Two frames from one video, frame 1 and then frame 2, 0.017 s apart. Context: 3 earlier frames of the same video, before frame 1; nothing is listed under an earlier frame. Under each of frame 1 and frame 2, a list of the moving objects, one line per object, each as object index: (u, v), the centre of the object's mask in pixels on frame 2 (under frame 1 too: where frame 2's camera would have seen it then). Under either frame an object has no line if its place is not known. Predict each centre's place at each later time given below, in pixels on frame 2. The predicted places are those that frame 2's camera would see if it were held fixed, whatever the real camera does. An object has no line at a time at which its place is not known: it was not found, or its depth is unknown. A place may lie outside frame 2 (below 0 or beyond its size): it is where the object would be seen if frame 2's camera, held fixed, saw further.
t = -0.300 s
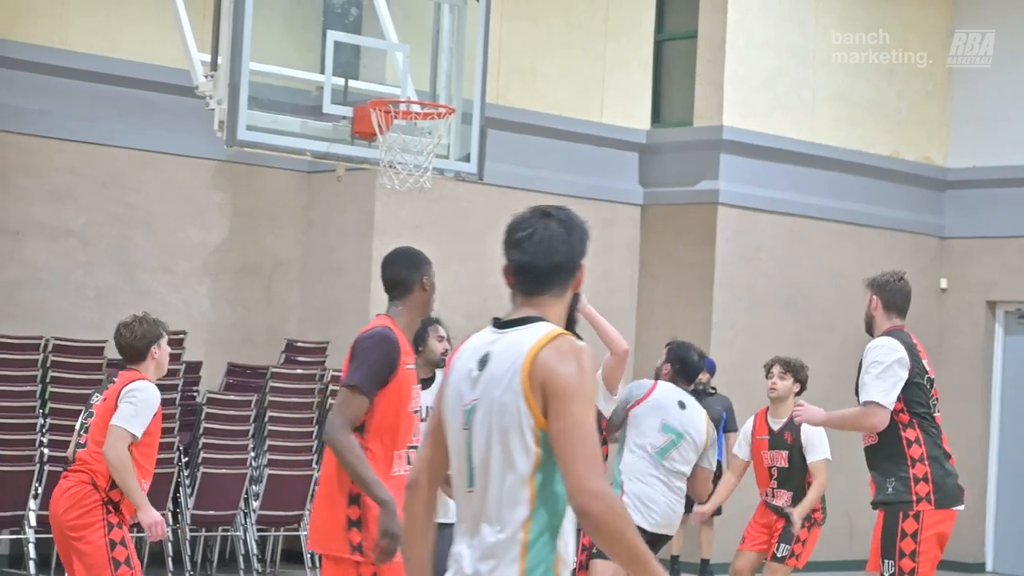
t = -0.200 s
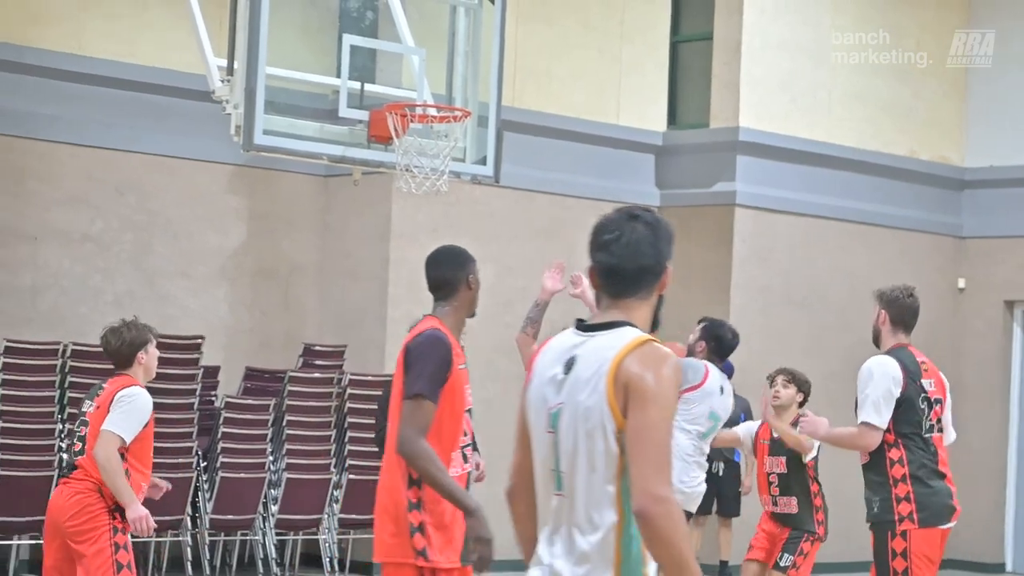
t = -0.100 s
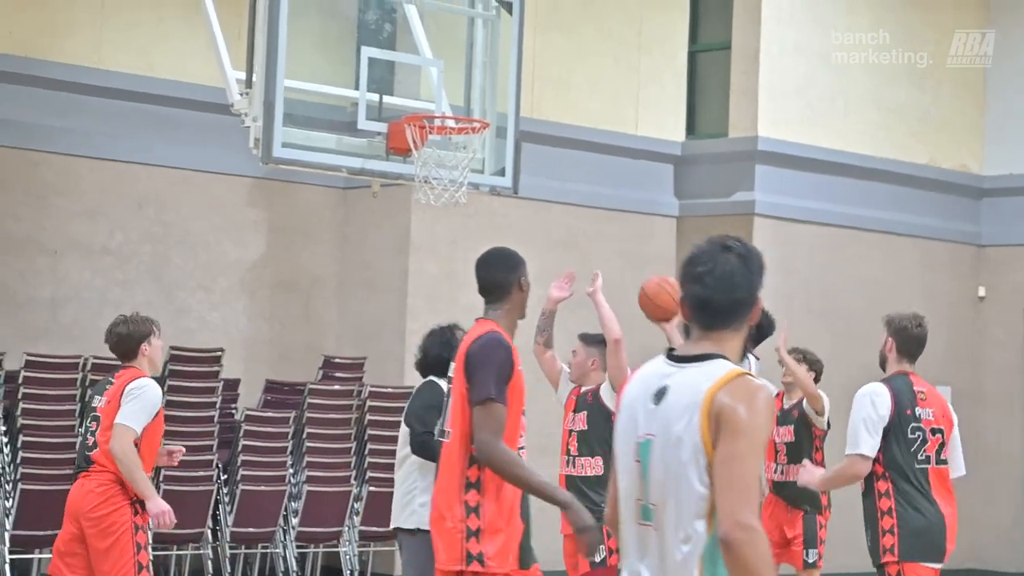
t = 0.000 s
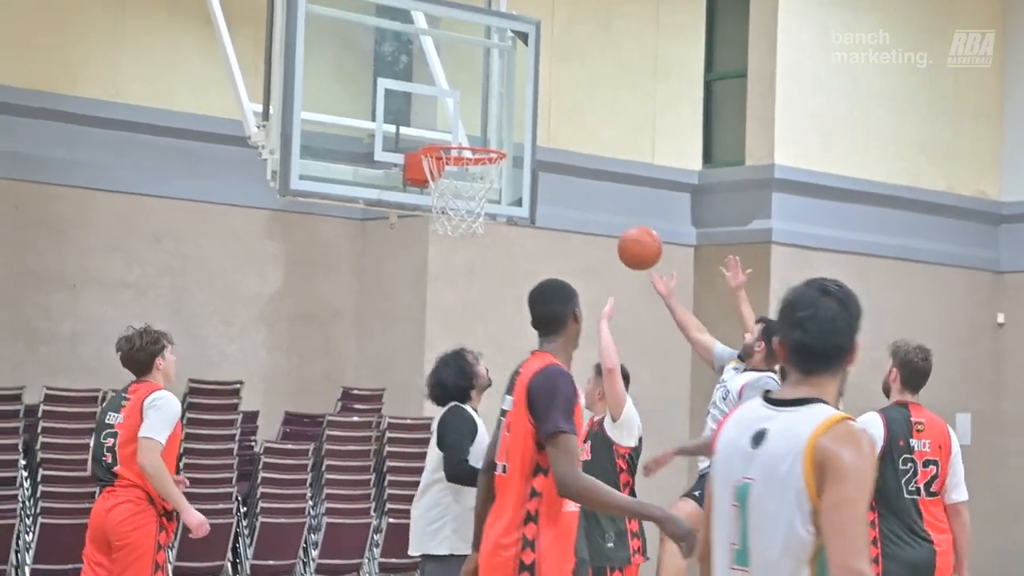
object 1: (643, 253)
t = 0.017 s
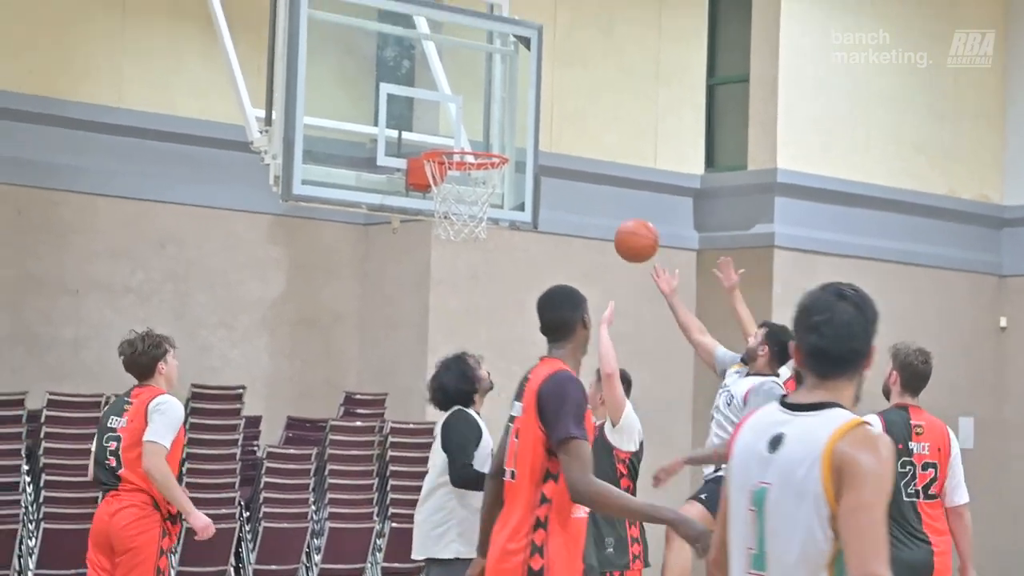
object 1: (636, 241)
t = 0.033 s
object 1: (630, 229)
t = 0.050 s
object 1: (624, 219)
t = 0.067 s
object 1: (618, 208)
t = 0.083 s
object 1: (612, 199)
